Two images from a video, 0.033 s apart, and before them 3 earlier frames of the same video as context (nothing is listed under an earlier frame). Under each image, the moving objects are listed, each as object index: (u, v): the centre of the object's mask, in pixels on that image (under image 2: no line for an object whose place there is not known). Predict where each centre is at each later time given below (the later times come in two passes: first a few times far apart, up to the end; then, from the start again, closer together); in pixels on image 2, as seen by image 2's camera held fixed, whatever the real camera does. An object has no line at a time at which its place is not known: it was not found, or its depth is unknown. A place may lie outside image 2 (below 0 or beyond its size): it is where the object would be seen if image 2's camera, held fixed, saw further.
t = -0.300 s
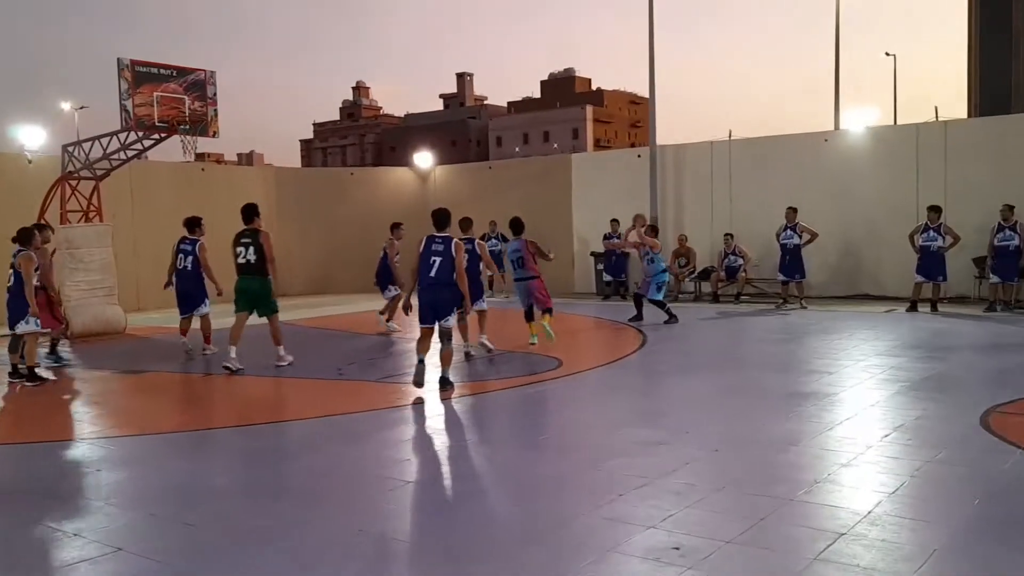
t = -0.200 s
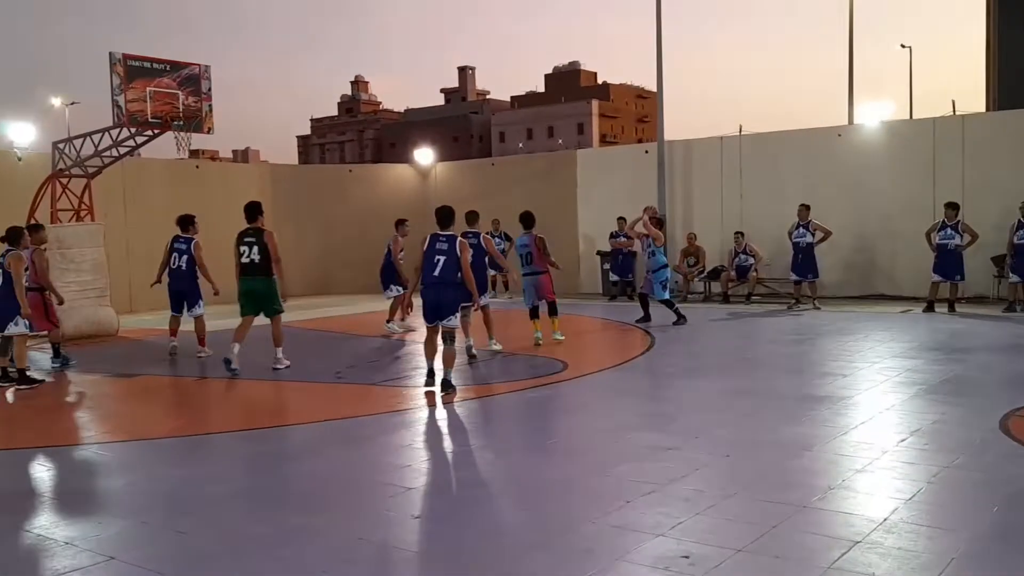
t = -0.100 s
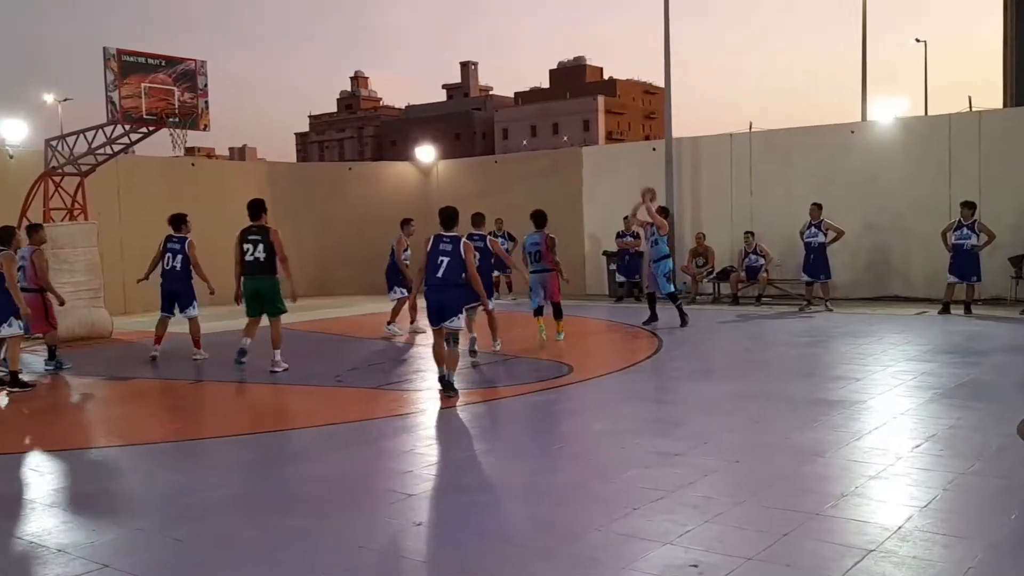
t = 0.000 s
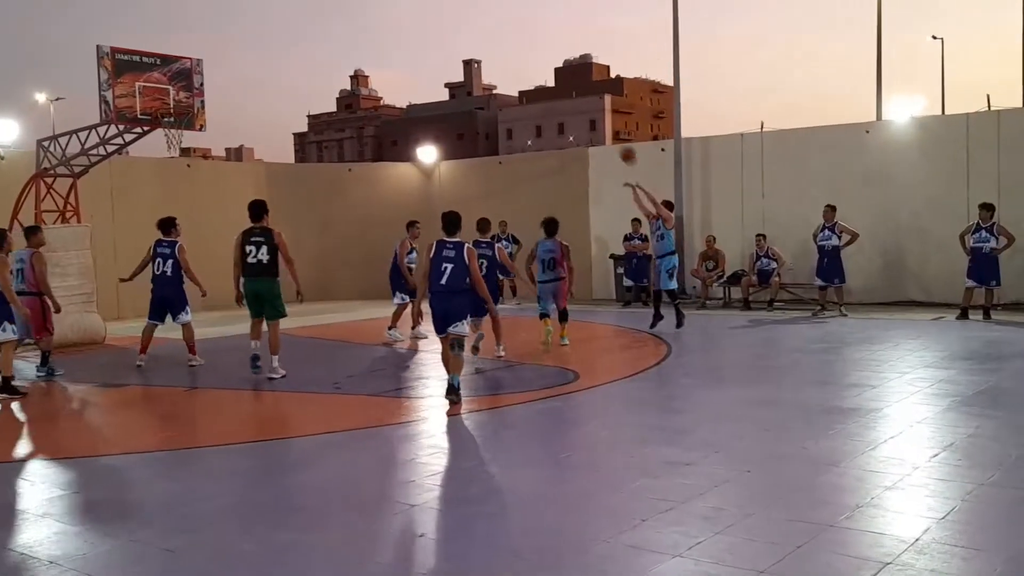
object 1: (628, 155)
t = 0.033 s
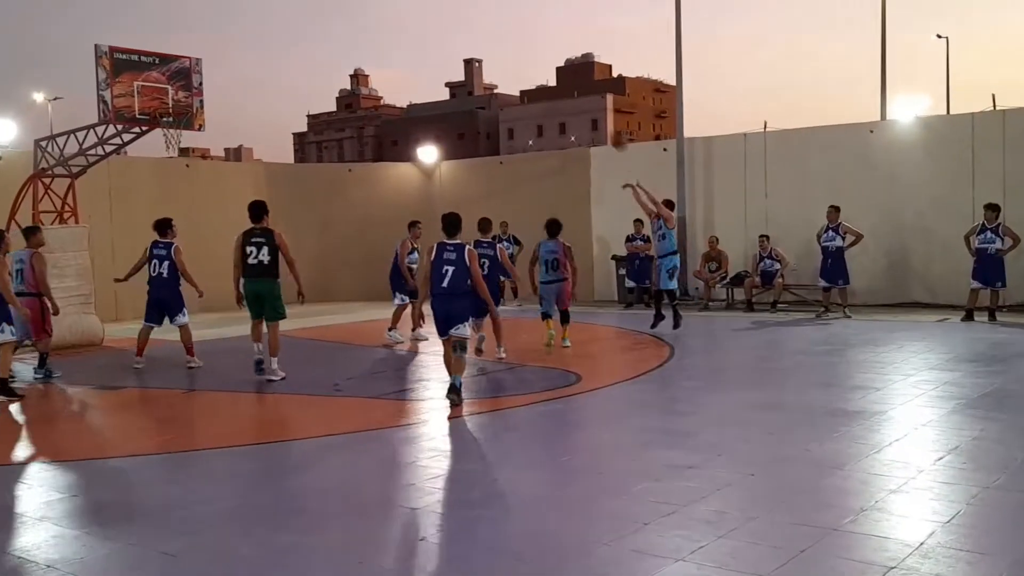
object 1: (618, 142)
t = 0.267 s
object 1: (535, 56)
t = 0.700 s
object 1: (385, 16)
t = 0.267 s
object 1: (535, 56)
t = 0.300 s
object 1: (523, 48)
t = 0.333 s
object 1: (511, 39)
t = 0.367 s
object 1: (500, 32)
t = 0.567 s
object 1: (430, 11)
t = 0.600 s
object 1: (418, 11)
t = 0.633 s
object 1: (407, 11)
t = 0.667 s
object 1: (396, 14)
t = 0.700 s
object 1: (385, 16)
